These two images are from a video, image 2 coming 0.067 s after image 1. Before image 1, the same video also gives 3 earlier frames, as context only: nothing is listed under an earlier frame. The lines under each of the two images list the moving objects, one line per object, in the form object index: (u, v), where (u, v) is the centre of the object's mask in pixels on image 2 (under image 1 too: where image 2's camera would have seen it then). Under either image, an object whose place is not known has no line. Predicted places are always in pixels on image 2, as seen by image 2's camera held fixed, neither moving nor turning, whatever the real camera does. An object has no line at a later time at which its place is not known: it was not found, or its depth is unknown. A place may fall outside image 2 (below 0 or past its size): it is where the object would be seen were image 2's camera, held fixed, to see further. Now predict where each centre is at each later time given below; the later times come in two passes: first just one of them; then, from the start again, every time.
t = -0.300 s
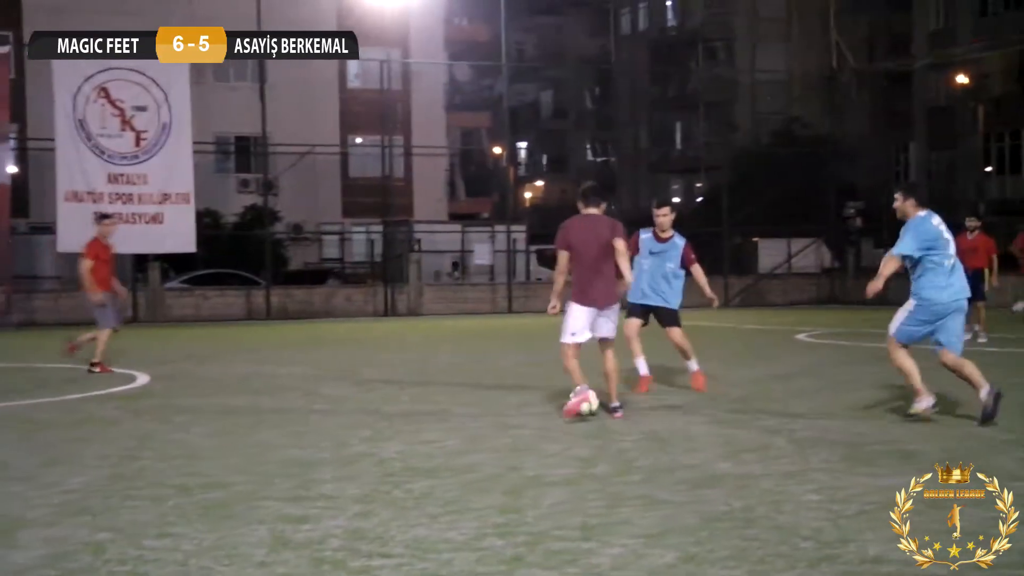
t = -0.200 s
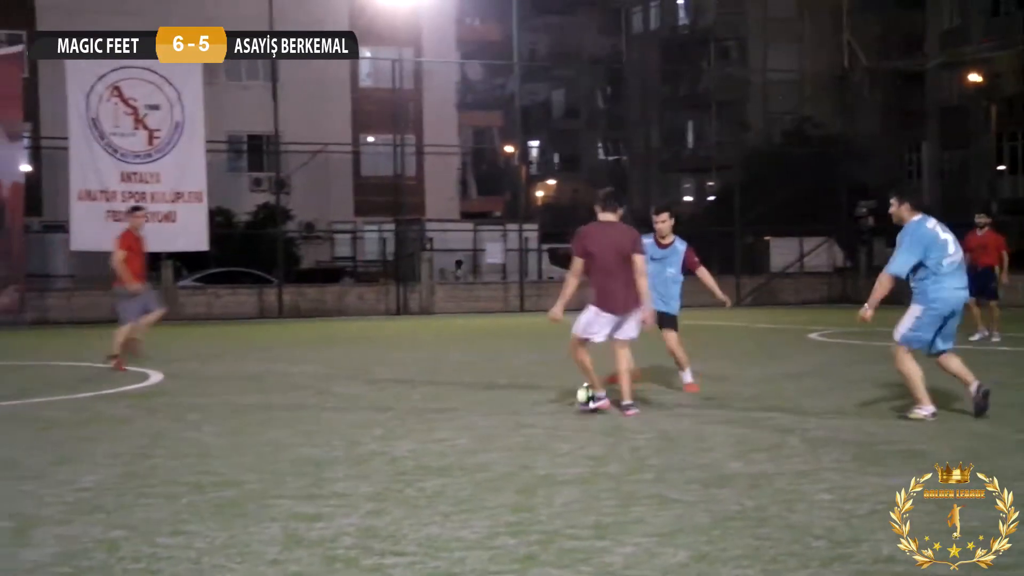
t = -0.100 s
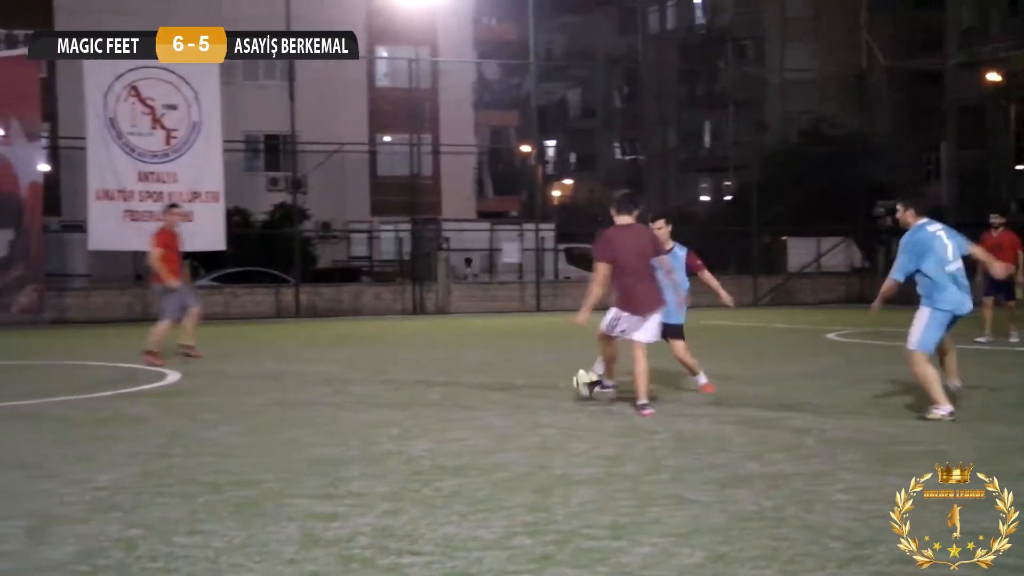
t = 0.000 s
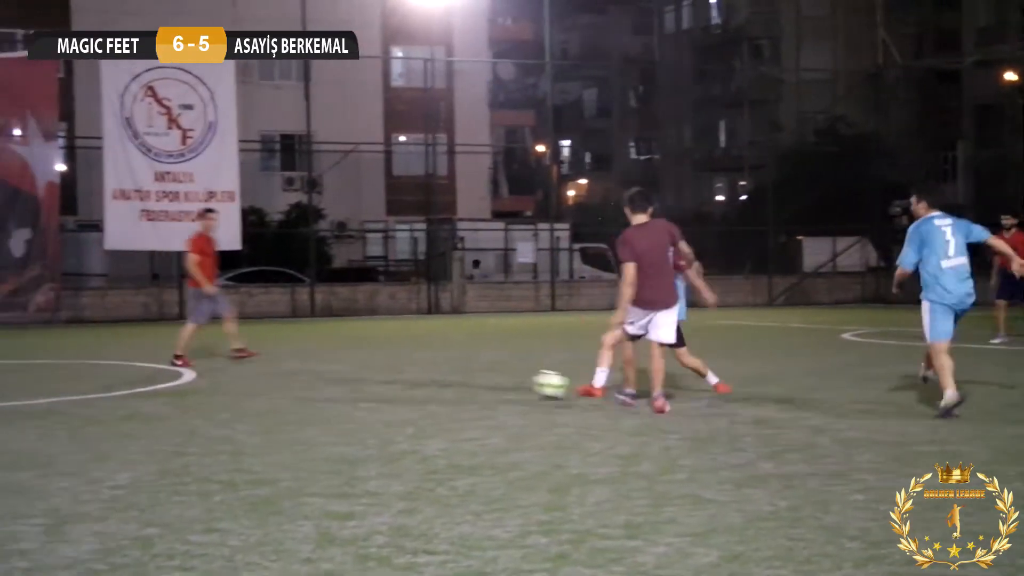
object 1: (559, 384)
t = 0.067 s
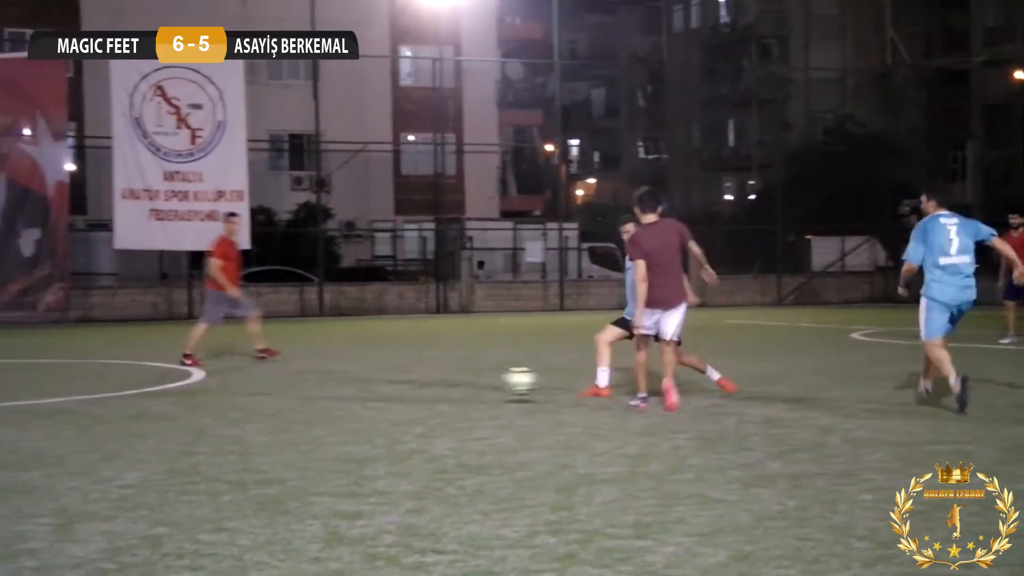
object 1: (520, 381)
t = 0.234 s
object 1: (418, 397)
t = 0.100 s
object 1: (500, 381)
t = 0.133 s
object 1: (480, 385)
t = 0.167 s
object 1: (460, 387)
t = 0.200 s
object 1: (439, 392)
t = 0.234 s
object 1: (418, 397)
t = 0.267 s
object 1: (400, 398)
